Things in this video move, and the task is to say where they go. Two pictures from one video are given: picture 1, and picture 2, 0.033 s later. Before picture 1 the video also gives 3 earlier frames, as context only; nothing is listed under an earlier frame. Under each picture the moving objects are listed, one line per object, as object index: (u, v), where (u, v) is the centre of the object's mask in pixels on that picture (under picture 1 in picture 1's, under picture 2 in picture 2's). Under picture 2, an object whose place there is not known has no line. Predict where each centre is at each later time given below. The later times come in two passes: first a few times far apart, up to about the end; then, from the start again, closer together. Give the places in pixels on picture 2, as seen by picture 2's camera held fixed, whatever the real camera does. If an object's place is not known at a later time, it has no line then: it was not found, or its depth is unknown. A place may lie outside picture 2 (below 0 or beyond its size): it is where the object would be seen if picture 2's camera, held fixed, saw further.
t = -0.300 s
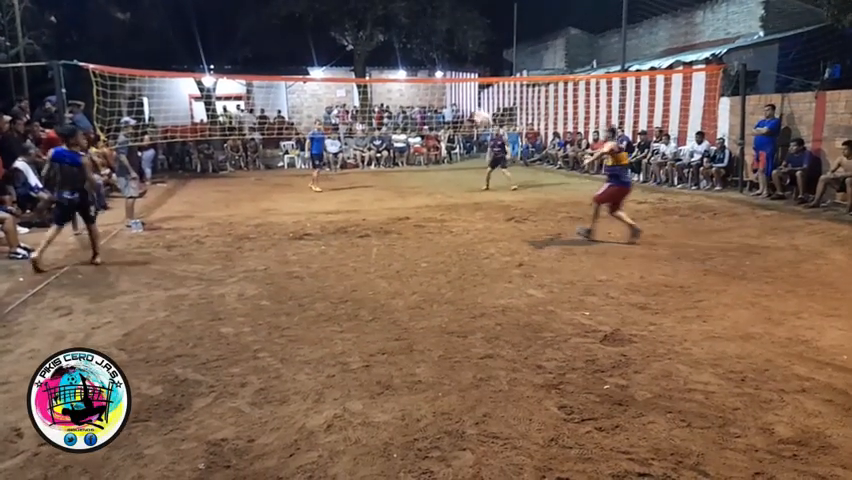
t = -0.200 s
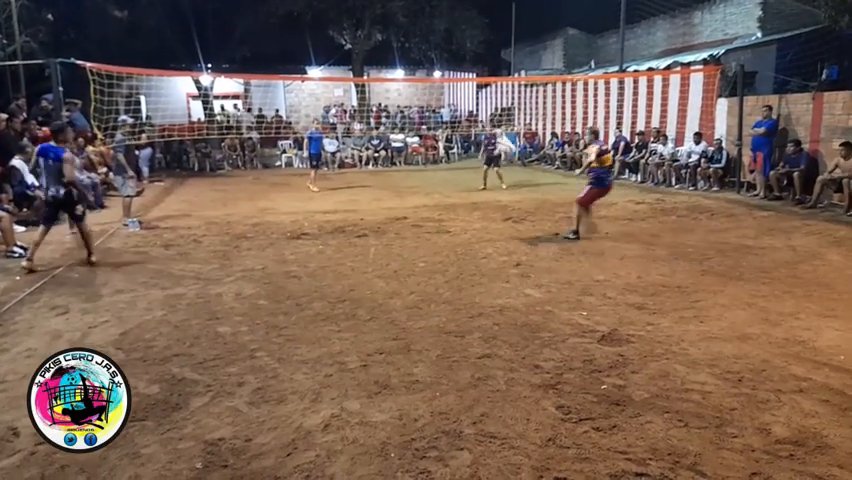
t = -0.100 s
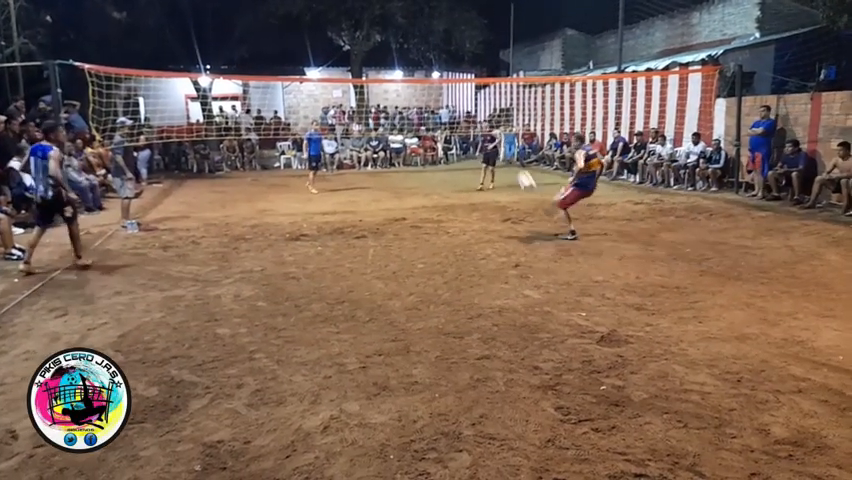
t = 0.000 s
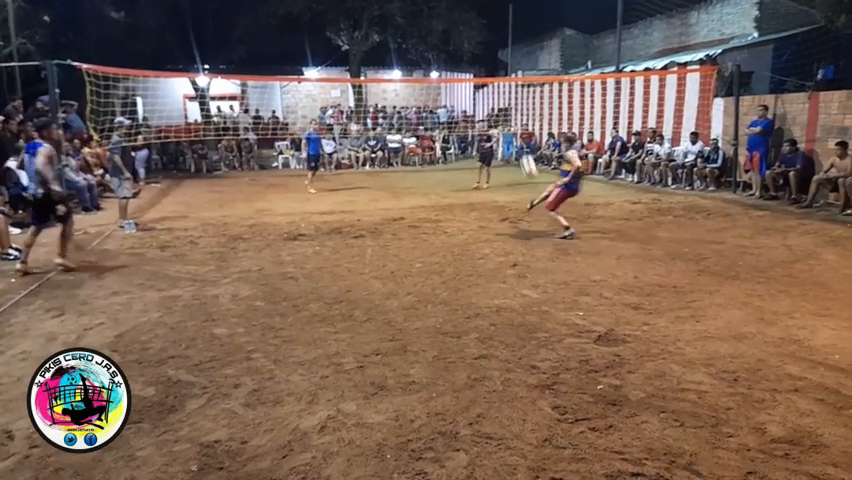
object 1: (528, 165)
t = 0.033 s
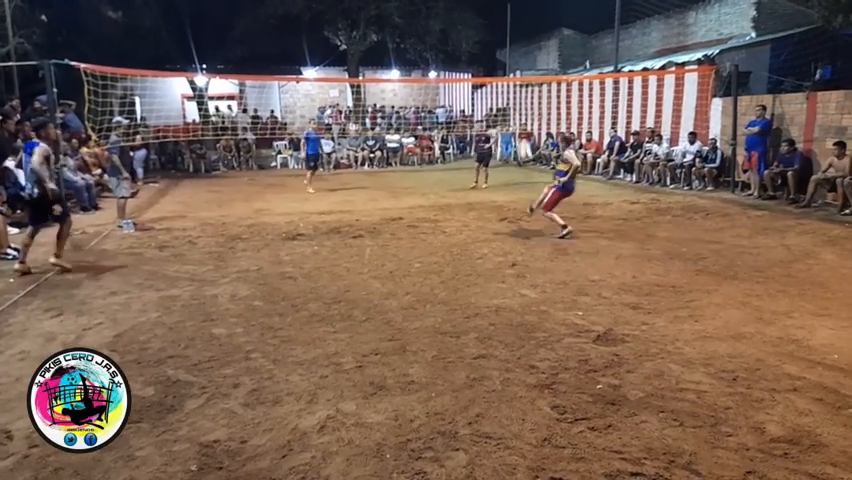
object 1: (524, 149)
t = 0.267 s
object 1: (505, 65)
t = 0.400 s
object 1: (495, 35)
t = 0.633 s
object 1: (480, 8)
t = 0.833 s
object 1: (468, 11)
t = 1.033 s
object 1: (456, 37)
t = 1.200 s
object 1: (448, 71)
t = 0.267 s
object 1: (505, 65)
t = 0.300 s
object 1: (503, 56)
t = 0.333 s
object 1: (500, 48)
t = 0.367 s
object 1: (497, 41)
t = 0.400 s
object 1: (495, 35)
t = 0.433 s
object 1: (493, 28)
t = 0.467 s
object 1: (491, 23)
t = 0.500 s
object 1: (489, 18)
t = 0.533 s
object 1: (486, 15)
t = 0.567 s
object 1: (484, 12)
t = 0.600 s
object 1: (482, 9)
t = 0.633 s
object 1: (480, 8)
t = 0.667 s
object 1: (477, 7)
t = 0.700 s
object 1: (475, 6)
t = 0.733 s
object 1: (473, 7)
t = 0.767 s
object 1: (471, 7)
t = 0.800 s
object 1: (469, 9)
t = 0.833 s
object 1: (468, 11)
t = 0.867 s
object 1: (466, 14)
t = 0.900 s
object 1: (464, 17)
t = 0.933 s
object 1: (462, 22)
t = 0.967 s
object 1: (460, 26)
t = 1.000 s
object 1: (458, 31)
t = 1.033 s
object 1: (456, 37)
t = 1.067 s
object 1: (455, 43)
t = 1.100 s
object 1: (453, 49)
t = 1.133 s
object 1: (451, 56)
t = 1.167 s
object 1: (450, 63)
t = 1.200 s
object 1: (448, 71)
